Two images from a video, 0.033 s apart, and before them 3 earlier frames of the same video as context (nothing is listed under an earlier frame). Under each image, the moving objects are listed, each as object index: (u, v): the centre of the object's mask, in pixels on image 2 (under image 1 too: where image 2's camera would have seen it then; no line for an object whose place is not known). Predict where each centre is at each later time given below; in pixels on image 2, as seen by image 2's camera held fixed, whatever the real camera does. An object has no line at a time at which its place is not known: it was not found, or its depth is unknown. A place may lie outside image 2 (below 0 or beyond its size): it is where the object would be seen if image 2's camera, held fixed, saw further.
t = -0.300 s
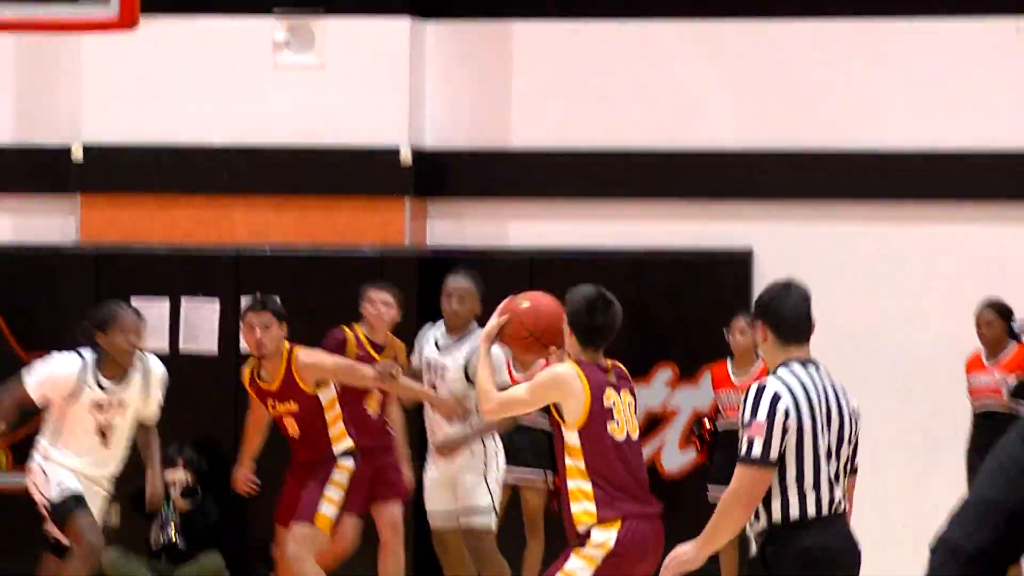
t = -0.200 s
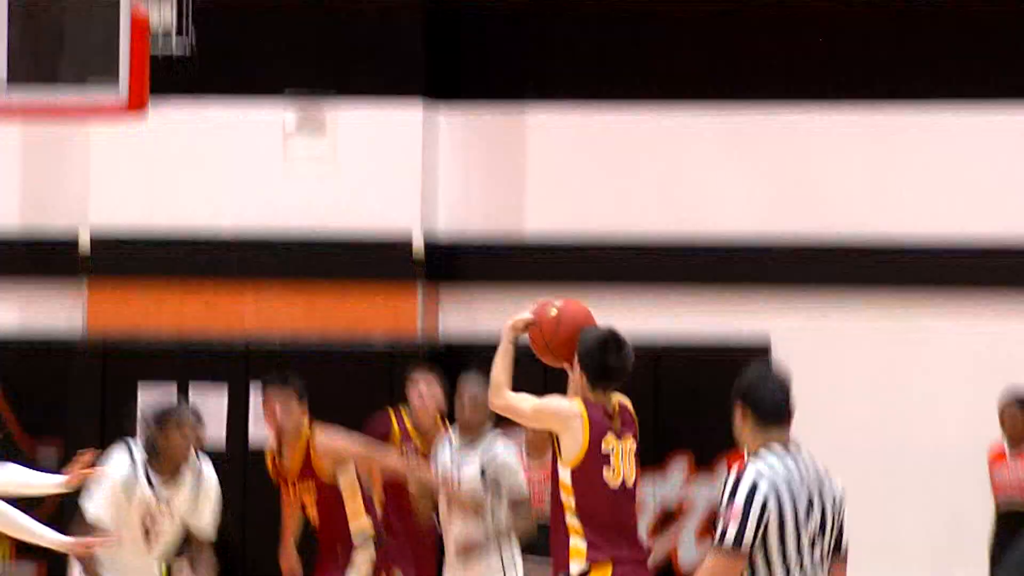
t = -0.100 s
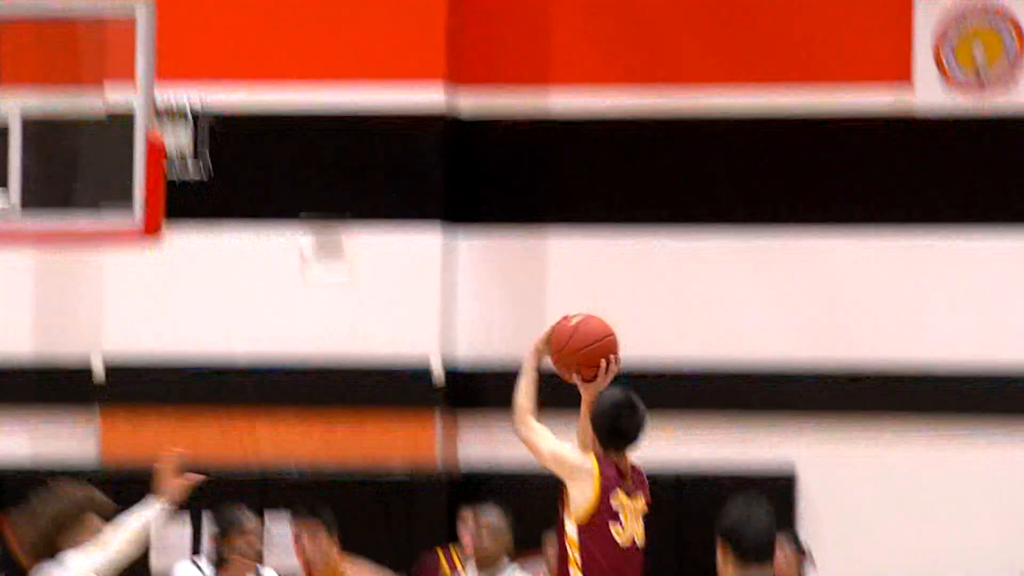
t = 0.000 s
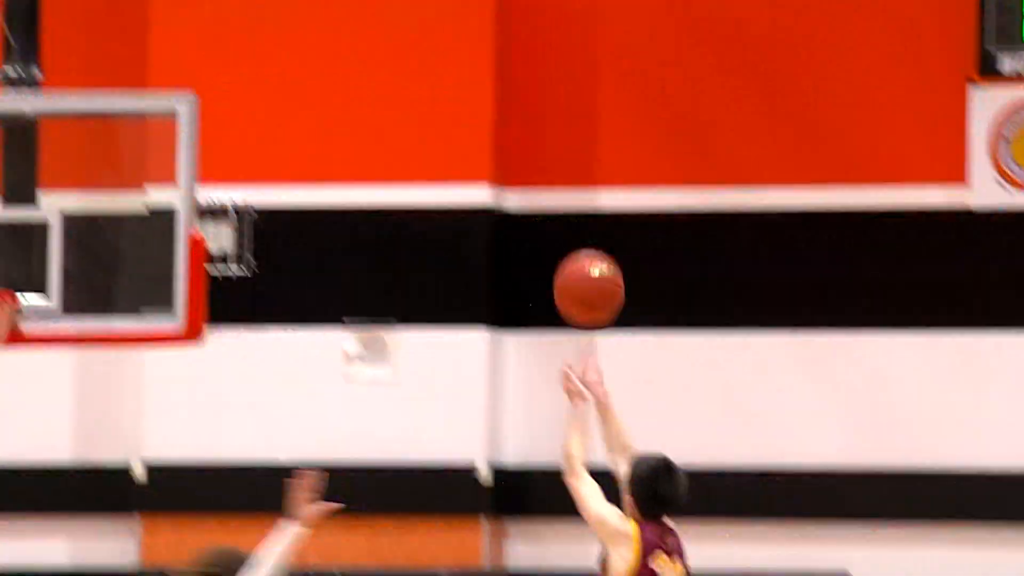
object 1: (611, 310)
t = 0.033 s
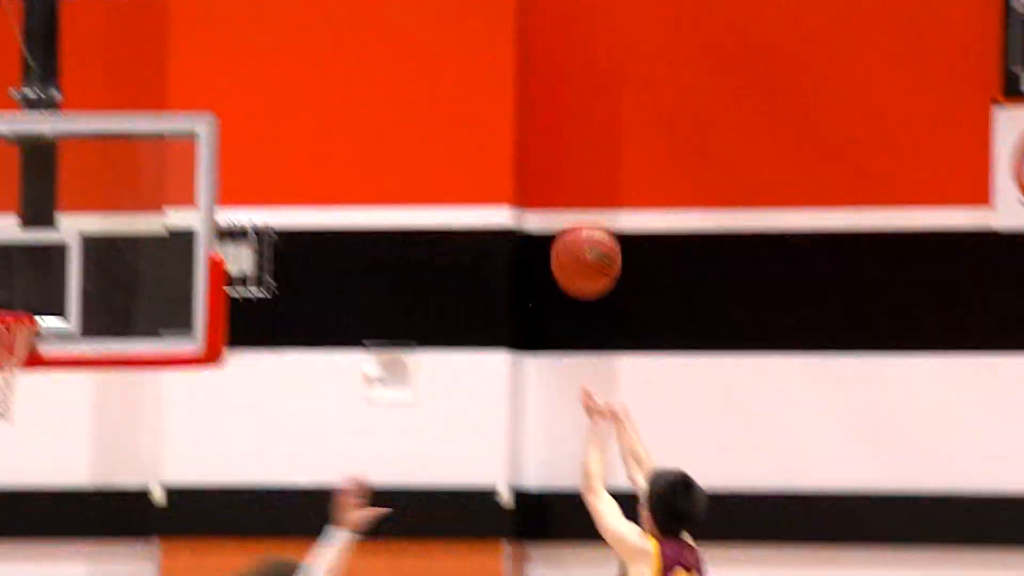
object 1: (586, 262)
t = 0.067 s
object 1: (562, 210)
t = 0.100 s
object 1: (539, 166)
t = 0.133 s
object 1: (516, 126)
